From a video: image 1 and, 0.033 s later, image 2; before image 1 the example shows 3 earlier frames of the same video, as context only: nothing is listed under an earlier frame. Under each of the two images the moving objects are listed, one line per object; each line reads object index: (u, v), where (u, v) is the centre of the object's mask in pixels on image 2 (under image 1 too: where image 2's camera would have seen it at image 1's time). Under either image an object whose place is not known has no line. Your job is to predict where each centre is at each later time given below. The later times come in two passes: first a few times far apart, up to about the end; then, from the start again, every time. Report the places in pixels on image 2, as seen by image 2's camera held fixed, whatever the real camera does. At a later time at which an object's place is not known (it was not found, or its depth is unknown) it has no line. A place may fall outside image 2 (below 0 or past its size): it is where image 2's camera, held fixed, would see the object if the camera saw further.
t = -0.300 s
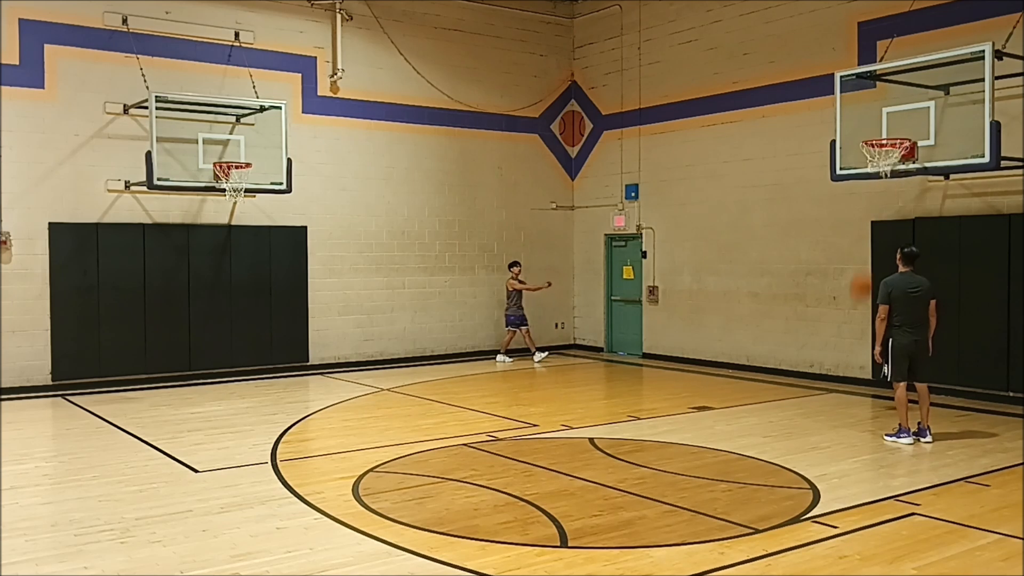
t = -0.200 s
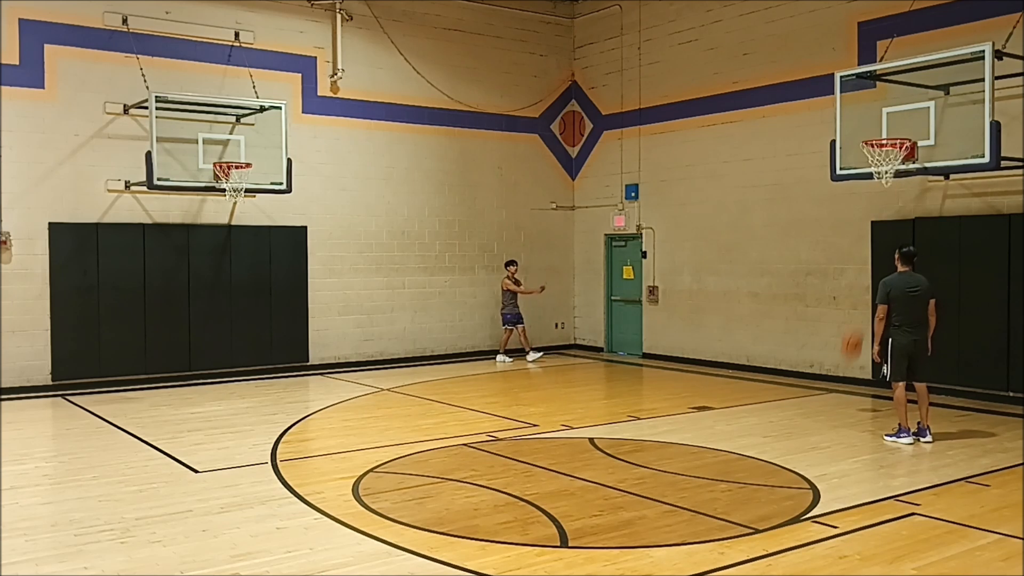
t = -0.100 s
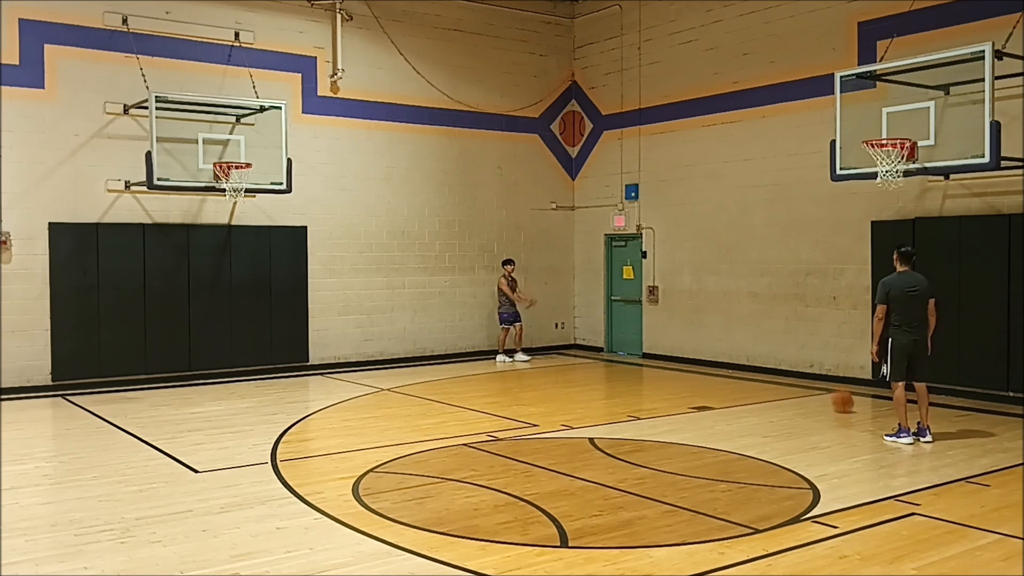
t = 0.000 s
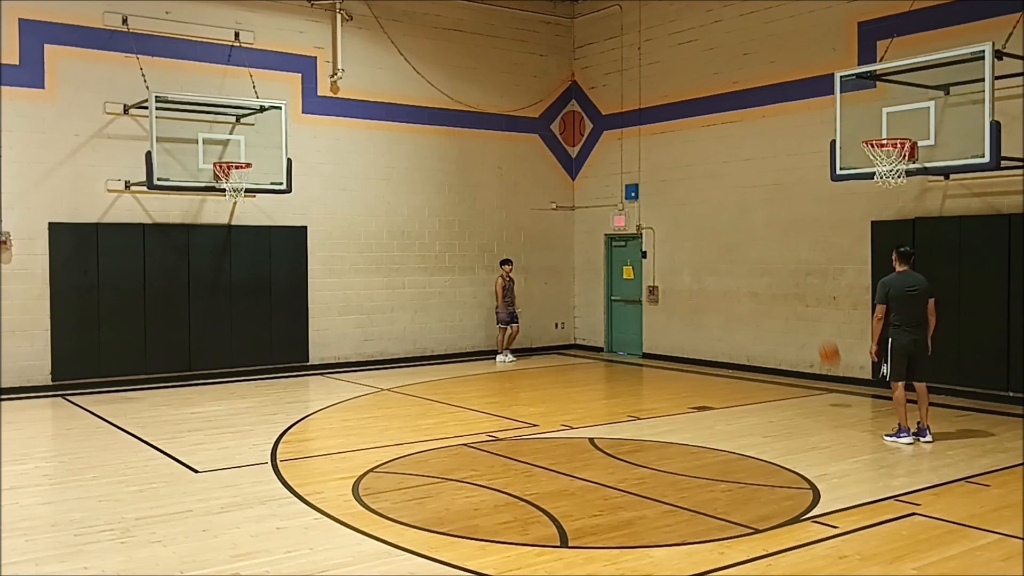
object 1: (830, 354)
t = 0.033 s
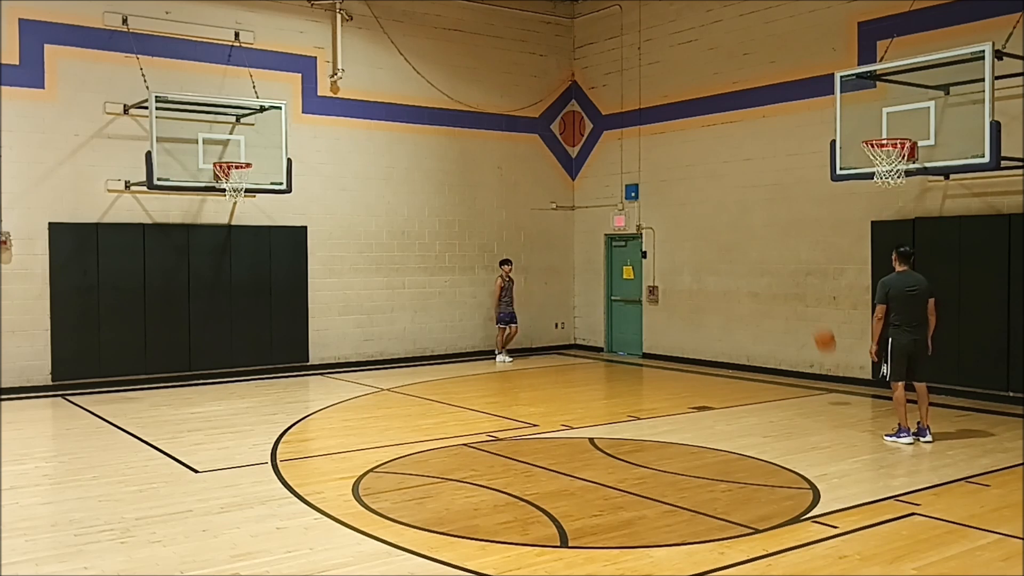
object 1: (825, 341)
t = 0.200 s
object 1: (804, 286)
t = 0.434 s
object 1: (776, 251)
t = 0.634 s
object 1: (754, 256)
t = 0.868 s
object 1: (730, 298)
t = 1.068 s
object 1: (711, 361)
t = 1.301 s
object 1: (694, 327)
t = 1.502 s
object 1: (680, 301)
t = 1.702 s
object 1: (668, 302)
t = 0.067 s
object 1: (821, 328)
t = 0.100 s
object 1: (817, 316)
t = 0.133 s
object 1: (812, 305)
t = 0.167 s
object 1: (808, 295)
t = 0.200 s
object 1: (804, 286)
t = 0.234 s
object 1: (800, 278)
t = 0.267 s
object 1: (796, 271)
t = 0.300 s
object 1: (792, 265)
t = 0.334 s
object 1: (788, 260)
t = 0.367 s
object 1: (784, 256)
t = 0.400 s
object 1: (780, 253)
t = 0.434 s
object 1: (776, 251)
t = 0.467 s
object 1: (772, 249)
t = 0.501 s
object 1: (768, 249)
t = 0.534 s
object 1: (765, 249)
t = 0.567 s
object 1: (761, 250)
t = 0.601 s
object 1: (757, 253)
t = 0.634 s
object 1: (754, 256)
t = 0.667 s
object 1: (750, 259)
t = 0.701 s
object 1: (747, 264)
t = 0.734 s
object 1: (743, 269)
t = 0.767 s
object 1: (740, 275)
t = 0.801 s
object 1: (737, 282)
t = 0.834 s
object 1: (733, 289)
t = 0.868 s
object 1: (730, 298)
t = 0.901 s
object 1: (727, 307)
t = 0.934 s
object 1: (723, 316)
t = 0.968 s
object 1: (720, 327)
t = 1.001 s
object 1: (717, 338)
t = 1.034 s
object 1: (714, 349)
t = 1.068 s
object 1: (711, 361)
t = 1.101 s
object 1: (708, 373)
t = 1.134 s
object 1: (705, 370)
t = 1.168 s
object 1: (703, 360)
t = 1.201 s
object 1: (701, 350)
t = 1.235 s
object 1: (698, 342)
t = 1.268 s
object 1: (696, 334)
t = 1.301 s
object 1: (694, 327)
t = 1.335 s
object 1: (691, 320)
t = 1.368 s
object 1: (689, 315)
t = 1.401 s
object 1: (687, 310)
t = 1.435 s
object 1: (684, 306)
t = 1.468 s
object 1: (682, 303)
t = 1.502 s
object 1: (680, 301)
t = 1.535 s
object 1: (678, 299)
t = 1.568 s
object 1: (676, 298)
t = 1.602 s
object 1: (674, 298)
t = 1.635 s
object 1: (671, 299)
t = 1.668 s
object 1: (669, 300)
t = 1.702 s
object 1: (668, 302)
